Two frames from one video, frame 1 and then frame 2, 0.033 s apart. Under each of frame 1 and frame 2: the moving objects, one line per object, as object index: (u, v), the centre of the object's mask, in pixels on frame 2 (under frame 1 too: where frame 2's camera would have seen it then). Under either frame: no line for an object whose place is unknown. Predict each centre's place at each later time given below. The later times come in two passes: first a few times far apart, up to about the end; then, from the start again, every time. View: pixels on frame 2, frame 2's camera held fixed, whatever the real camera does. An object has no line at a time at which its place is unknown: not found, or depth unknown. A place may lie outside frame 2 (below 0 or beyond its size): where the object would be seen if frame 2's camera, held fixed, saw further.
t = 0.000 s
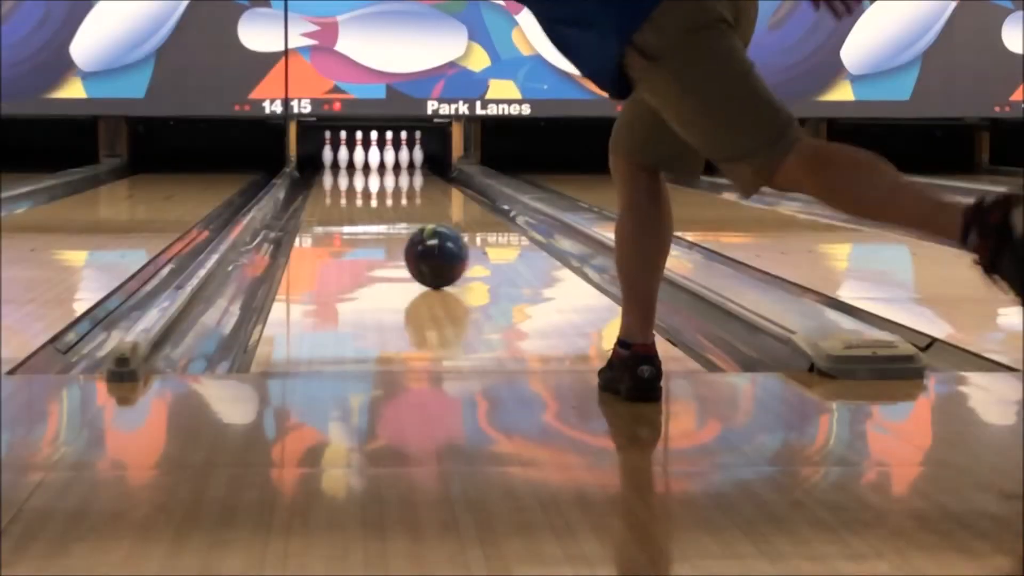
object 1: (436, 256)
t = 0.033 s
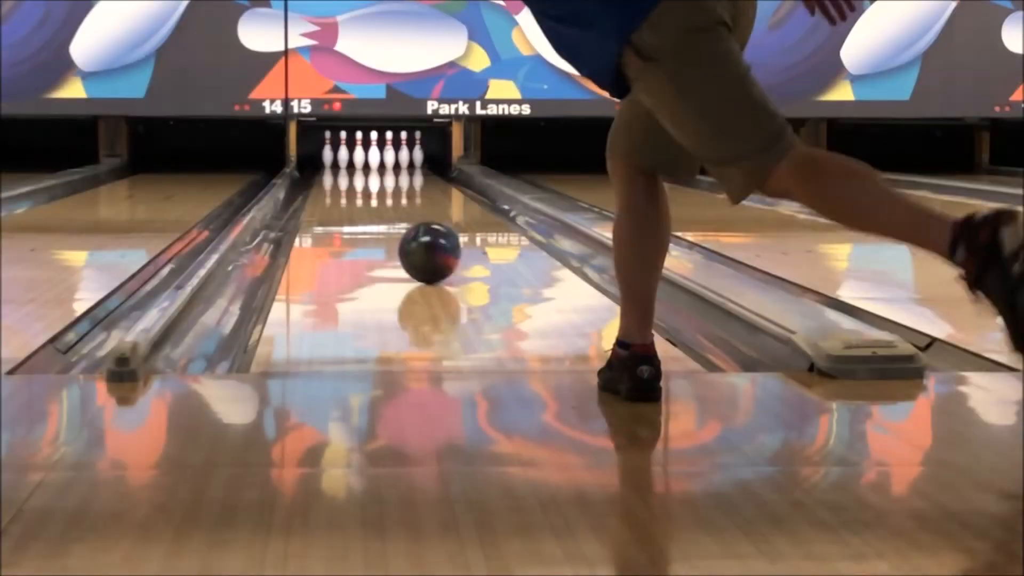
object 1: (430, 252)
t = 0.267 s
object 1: (392, 227)
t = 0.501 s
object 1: (366, 209)
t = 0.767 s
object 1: (346, 195)
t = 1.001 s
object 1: (334, 186)
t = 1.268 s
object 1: (328, 178)
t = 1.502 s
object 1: (329, 172)
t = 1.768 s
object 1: (340, 167)
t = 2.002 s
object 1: (350, 164)
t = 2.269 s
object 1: (361, 160)
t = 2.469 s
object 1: (359, 159)
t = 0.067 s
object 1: (423, 248)
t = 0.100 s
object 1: (417, 244)
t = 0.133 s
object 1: (411, 240)
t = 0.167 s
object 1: (406, 236)
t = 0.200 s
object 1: (401, 233)
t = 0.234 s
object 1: (396, 229)
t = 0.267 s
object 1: (392, 227)
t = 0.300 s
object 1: (387, 224)
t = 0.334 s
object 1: (383, 221)
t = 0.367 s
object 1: (380, 218)
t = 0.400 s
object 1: (376, 216)
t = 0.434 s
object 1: (373, 213)
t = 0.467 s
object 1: (369, 211)
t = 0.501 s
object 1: (366, 209)
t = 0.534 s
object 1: (363, 207)
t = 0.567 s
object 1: (360, 205)
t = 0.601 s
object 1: (357, 203)
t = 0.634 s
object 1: (355, 202)
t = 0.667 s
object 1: (352, 200)
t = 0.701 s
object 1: (350, 198)
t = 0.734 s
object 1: (348, 196)
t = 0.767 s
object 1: (346, 195)
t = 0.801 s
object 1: (343, 194)
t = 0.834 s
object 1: (341, 192)
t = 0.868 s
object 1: (340, 192)
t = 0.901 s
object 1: (339, 190)
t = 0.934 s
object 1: (337, 188)
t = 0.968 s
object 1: (335, 187)
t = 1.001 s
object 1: (334, 186)
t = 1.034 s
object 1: (333, 185)
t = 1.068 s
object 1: (332, 184)
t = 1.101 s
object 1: (332, 182)
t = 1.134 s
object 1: (330, 181)
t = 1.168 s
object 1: (330, 181)
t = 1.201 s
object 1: (329, 180)
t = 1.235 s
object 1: (329, 179)
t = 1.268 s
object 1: (328, 178)
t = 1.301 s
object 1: (328, 177)
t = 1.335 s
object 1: (328, 176)
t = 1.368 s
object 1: (328, 175)
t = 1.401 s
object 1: (328, 174)
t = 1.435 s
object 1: (328, 174)
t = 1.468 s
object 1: (328, 173)
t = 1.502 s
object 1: (329, 172)
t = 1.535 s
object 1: (330, 171)
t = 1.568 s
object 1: (331, 171)
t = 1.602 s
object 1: (333, 170)
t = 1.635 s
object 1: (334, 170)
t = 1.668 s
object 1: (335, 169)
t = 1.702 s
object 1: (337, 168)
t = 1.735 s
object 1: (338, 168)
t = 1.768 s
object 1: (340, 167)
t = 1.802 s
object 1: (340, 166)
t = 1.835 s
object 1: (342, 166)
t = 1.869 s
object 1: (344, 166)
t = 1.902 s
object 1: (345, 165)
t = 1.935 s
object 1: (347, 165)
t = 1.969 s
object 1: (349, 164)
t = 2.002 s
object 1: (350, 164)
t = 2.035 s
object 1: (351, 163)
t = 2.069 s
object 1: (353, 163)
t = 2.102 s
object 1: (354, 163)
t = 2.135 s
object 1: (355, 162)
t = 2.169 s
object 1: (356, 162)
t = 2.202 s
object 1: (357, 162)
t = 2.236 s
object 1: (359, 162)
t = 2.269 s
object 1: (361, 160)
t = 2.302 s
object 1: (361, 160)
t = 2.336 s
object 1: (362, 160)
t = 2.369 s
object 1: (362, 159)
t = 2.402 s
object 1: (360, 159)
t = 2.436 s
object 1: (359, 158)
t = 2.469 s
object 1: (359, 159)
